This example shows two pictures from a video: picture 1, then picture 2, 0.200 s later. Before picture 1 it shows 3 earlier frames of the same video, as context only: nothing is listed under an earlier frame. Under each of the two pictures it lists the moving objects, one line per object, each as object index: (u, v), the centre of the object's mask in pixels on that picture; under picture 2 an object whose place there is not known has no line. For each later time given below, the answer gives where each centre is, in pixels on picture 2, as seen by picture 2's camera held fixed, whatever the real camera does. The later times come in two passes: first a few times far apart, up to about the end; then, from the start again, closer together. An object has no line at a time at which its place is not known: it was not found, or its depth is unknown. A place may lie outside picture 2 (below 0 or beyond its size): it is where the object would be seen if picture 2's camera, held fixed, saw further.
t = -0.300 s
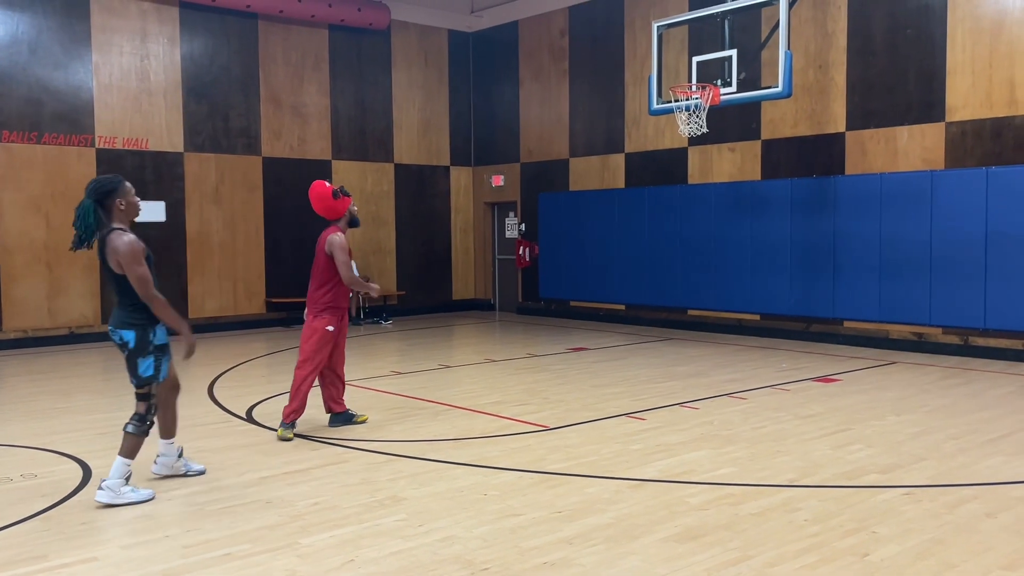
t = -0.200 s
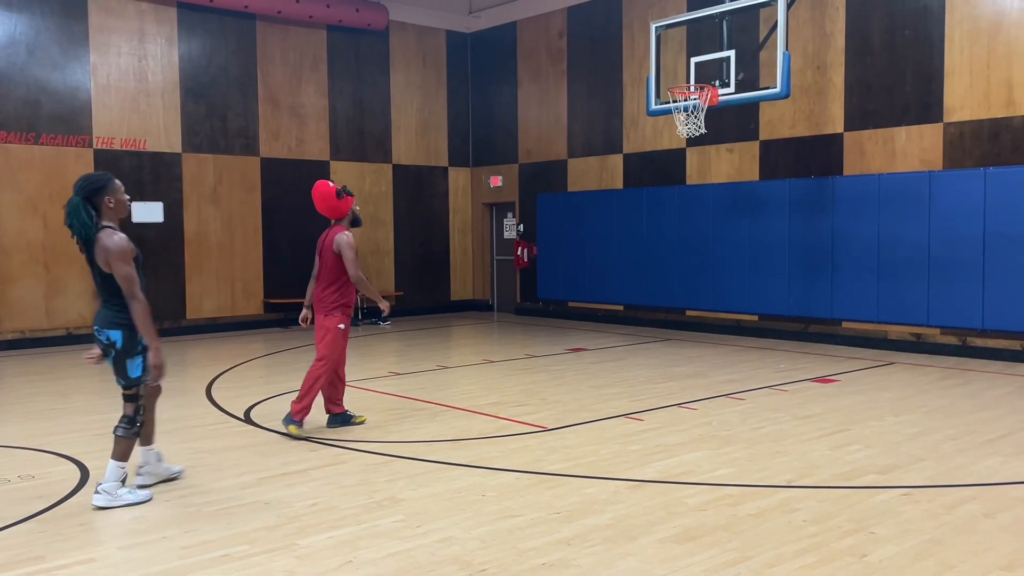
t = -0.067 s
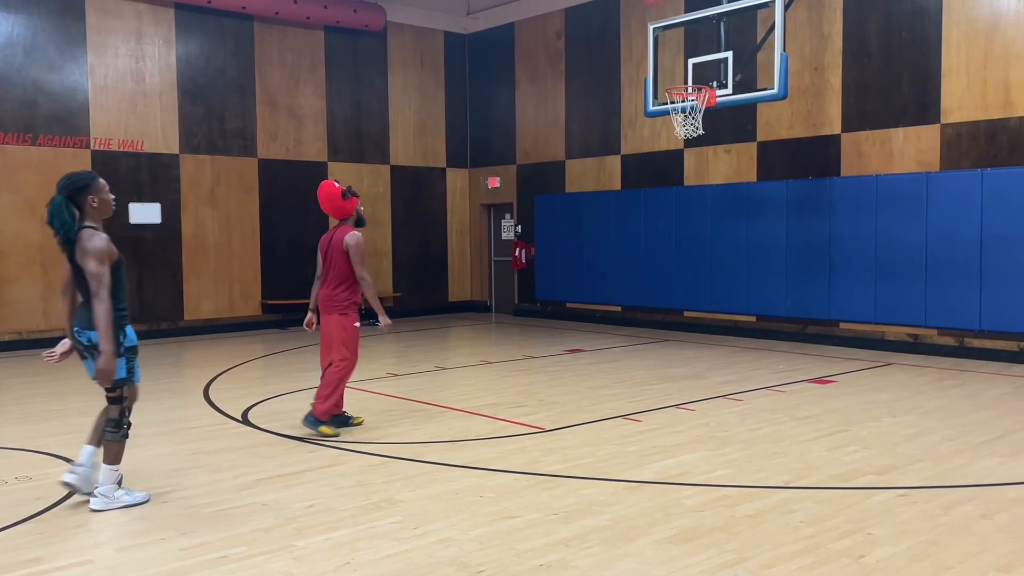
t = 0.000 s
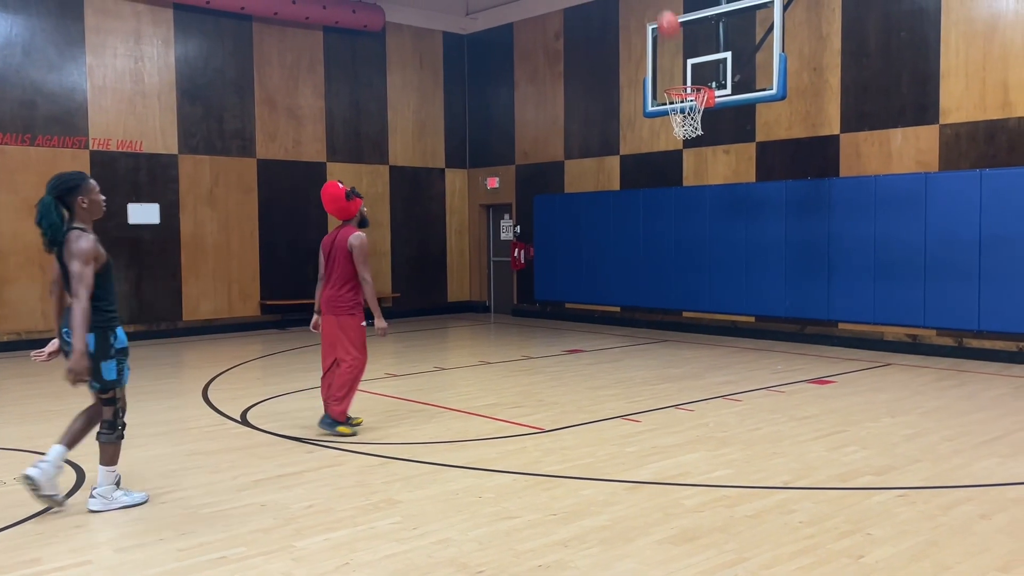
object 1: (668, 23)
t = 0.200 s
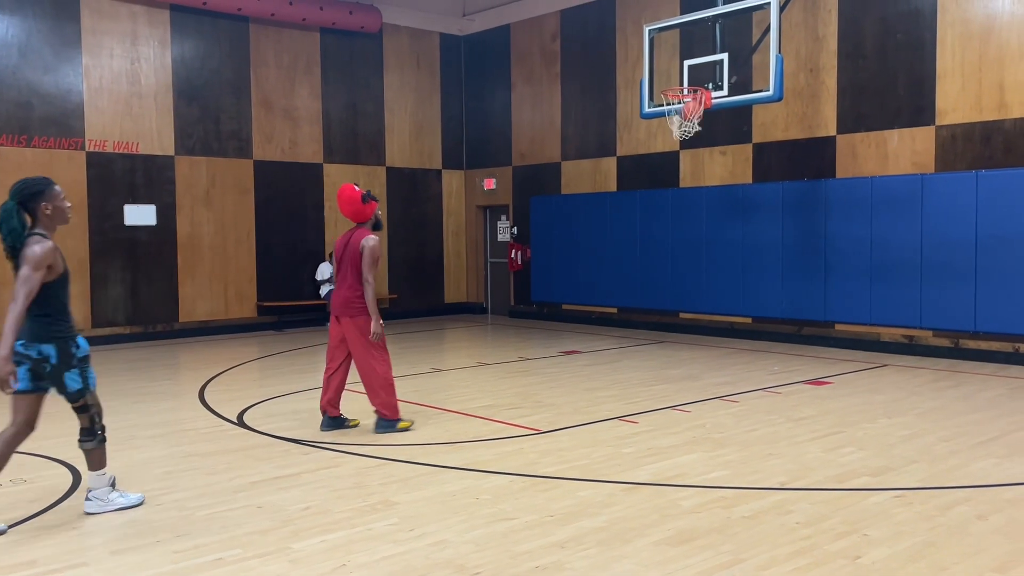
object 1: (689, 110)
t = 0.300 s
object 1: (679, 118)
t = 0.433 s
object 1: (669, 128)
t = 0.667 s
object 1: (661, 146)
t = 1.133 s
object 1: (656, 335)
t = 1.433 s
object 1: (668, 261)
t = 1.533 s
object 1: (672, 238)
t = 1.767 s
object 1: (683, 220)
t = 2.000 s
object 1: (695, 252)
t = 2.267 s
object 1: (709, 351)
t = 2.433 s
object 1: (716, 321)
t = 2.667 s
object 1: (727, 280)
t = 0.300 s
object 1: (679, 118)
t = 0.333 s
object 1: (676, 128)
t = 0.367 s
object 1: (670, 120)
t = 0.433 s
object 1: (669, 128)
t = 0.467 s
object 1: (666, 130)
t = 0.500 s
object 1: (665, 130)
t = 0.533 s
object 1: (663, 132)
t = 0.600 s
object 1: (662, 137)
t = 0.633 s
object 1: (662, 140)
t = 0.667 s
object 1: (661, 146)
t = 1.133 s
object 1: (656, 335)
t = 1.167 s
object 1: (656, 357)
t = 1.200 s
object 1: (657, 347)
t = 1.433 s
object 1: (668, 261)
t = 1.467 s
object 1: (669, 252)
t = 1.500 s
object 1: (671, 245)
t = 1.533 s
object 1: (672, 238)
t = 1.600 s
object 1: (676, 228)
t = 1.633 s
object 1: (677, 224)
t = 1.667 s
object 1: (679, 222)
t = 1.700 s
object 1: (680, 220)
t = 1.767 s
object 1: (683, 220)
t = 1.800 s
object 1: (685, 221)
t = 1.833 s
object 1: (687, 224)
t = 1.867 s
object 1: (689, 228)
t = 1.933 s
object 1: (692, 238)
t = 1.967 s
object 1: (693, 244)
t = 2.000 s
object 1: (695, 252)
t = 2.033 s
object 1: (697, 261)
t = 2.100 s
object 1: (700, 282)
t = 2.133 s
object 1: (702, 294)
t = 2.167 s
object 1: (703, 305)
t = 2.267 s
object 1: (709, 351)
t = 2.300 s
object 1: (710, 365)
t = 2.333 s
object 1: (711, 353)
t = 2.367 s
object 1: (713, 340)
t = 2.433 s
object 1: (716, 321)
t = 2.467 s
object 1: (718, 311)
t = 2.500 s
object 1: (719, 303)
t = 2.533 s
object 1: (721, 297)
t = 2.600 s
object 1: (724, 286)
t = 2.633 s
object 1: (725, 283)
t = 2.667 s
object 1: (727, 280)
